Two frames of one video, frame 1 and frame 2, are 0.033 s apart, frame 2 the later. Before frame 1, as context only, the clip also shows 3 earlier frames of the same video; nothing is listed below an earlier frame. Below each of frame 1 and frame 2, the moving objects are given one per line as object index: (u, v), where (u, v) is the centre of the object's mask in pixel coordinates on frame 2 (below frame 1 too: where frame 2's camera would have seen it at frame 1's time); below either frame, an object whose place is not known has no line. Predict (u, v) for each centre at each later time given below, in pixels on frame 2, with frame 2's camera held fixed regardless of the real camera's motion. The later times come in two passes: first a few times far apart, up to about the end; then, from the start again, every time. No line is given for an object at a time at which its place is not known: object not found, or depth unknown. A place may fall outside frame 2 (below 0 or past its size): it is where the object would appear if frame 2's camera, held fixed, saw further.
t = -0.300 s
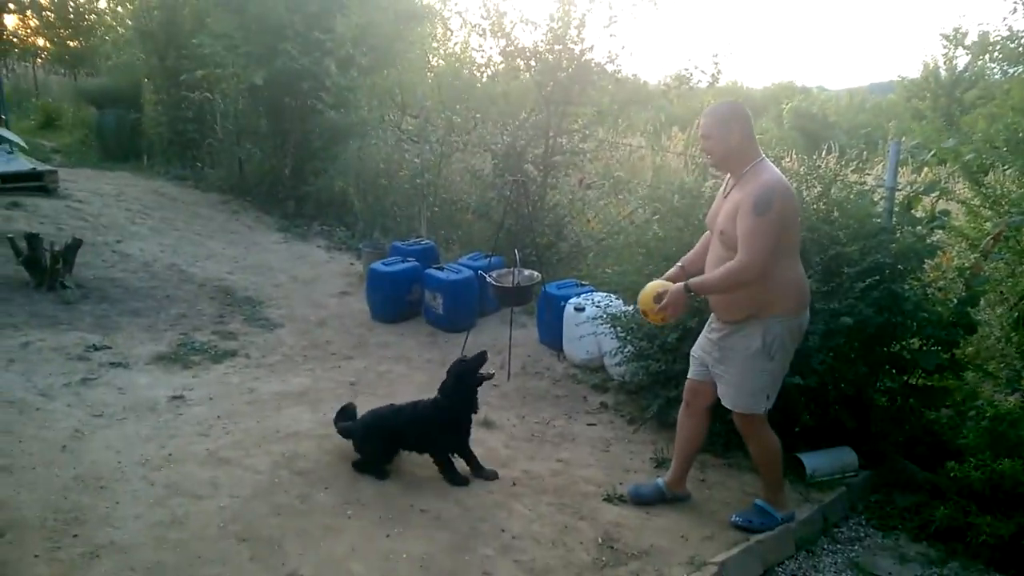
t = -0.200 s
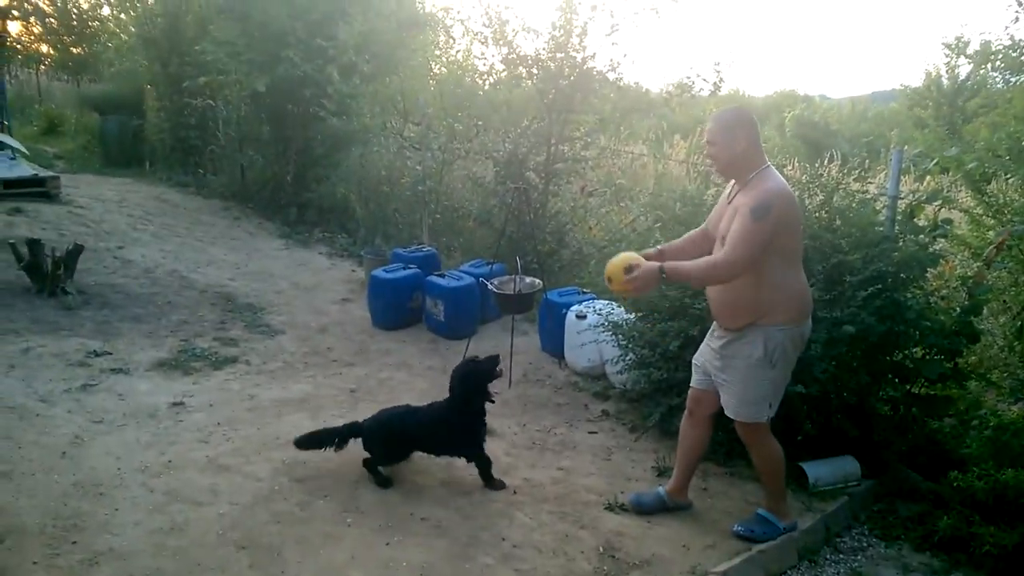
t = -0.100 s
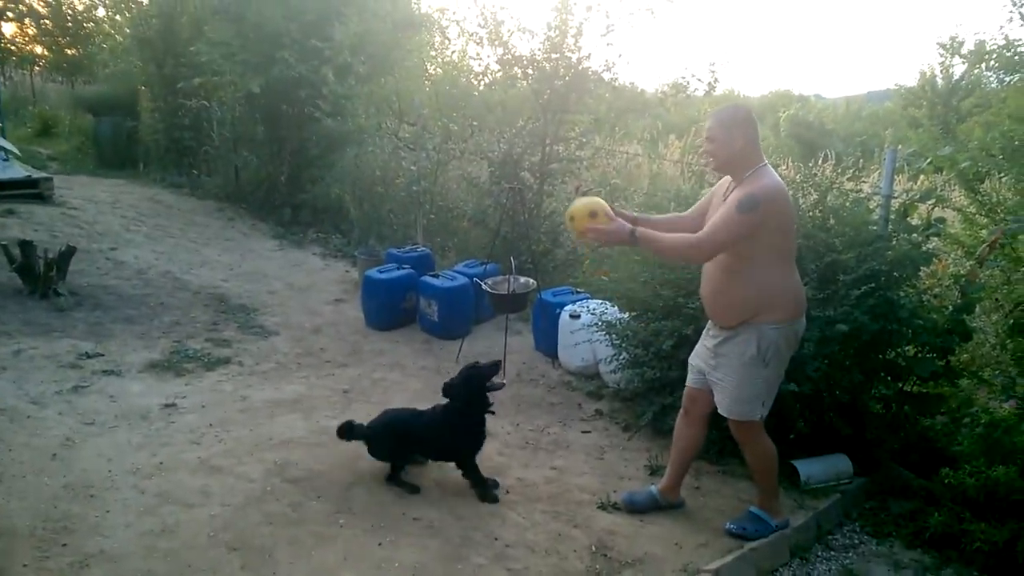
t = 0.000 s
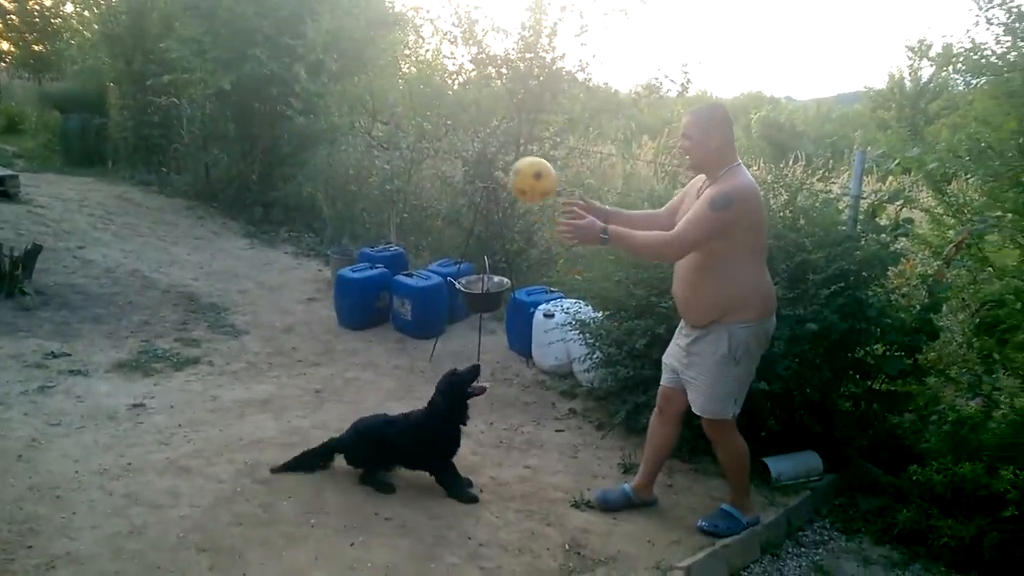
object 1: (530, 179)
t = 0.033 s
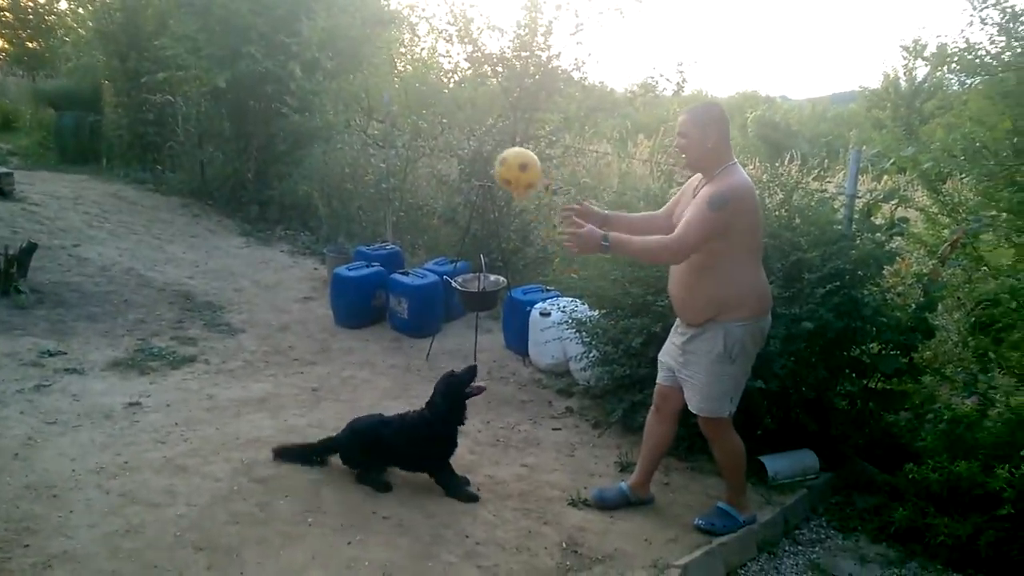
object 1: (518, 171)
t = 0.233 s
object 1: (454, 180)
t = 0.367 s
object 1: (412, 243)
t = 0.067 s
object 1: (506, 165)
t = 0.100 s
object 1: (496, 163)
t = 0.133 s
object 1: (485, 163)
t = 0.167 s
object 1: (475, 166)
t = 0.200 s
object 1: (464, 172)
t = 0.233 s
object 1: (454, 180)
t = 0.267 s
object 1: (443, 192)
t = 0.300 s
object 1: (432, 207)
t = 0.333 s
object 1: (422, 224)
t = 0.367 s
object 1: (412, 243)
